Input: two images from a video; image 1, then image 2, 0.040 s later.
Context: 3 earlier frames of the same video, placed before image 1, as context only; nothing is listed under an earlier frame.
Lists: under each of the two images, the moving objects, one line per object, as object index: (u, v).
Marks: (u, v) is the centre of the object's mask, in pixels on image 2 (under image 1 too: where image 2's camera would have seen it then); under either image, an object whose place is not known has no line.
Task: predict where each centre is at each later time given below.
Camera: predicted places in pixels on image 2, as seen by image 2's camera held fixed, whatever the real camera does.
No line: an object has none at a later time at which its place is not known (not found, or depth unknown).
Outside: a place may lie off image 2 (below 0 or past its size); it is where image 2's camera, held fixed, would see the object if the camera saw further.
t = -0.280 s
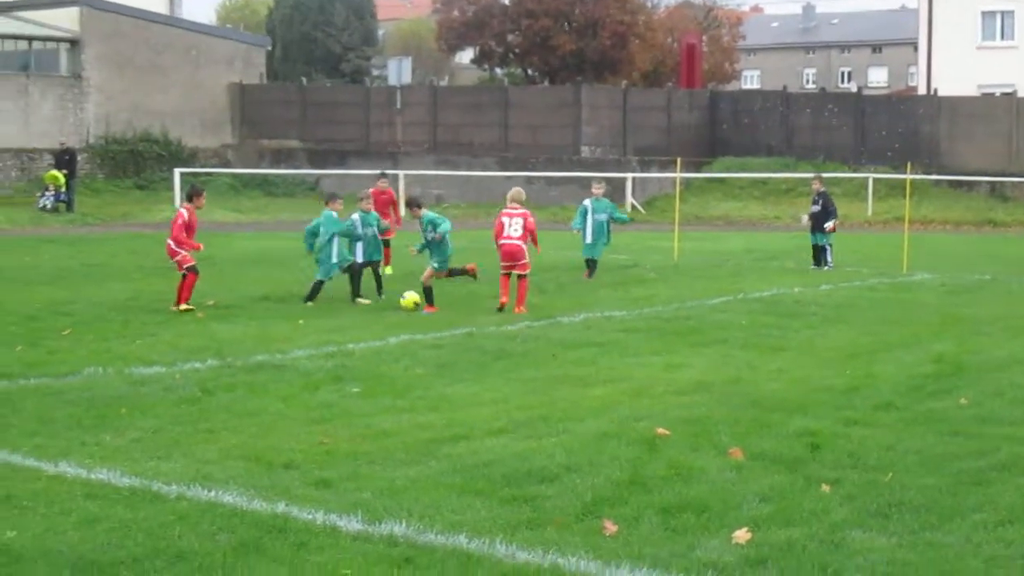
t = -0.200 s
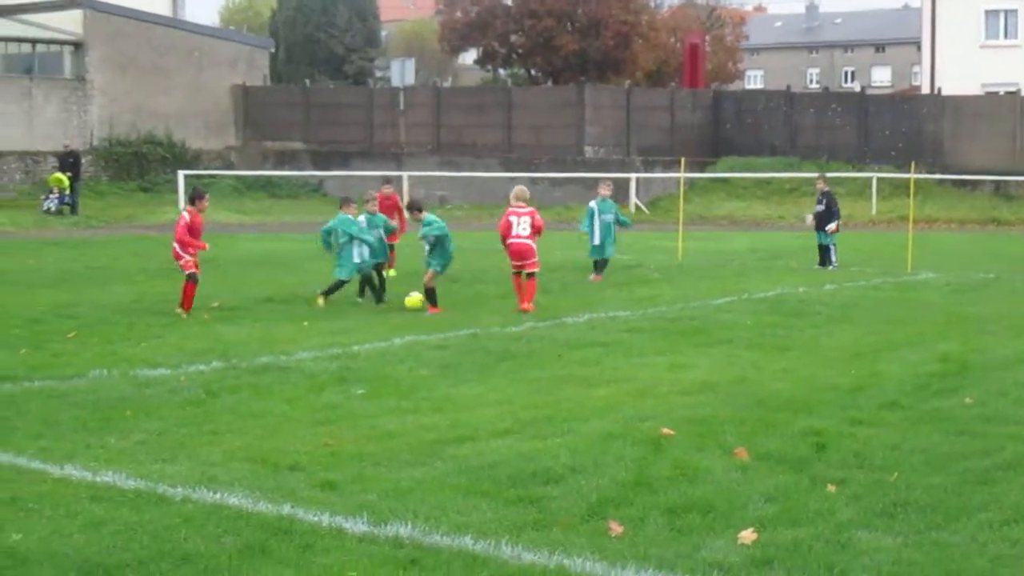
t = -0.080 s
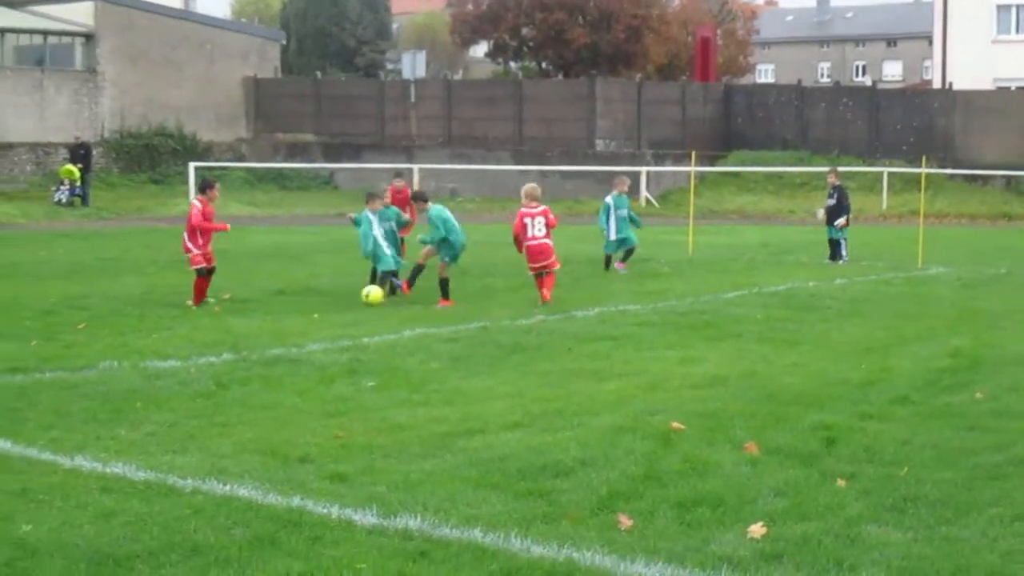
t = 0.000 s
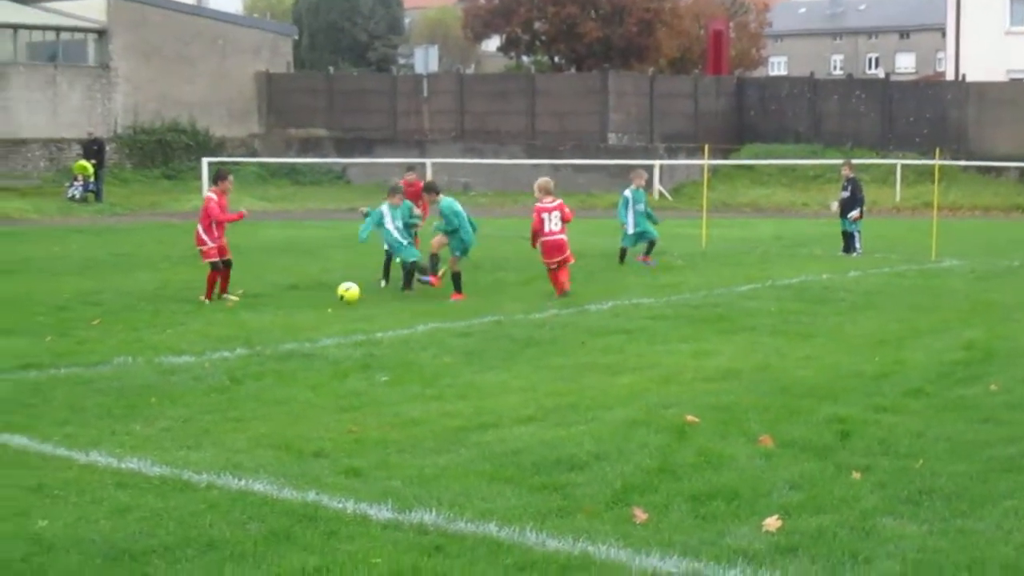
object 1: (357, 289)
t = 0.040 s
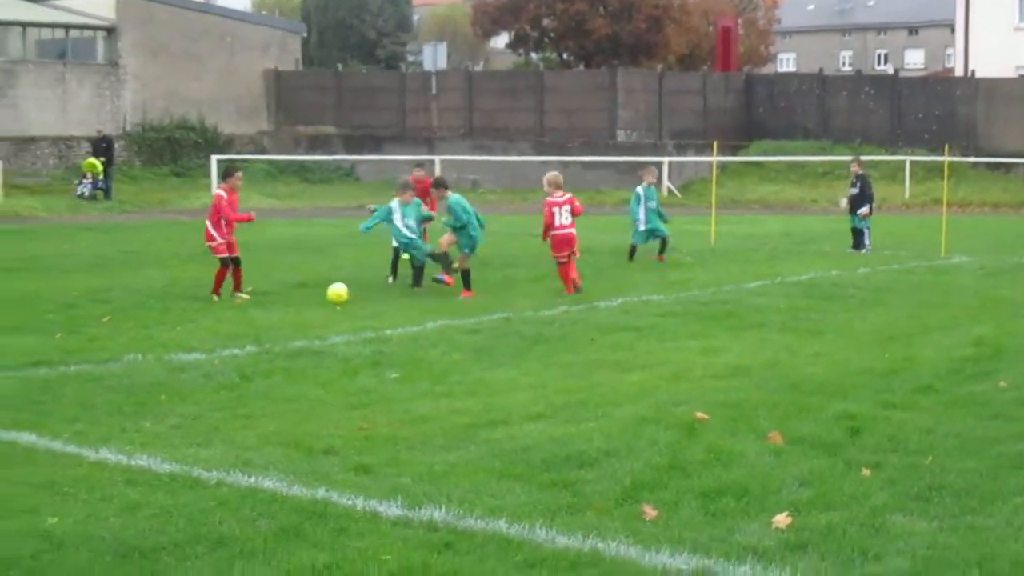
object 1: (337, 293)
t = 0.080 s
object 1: (318, 299)
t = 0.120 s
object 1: (298, 305)
